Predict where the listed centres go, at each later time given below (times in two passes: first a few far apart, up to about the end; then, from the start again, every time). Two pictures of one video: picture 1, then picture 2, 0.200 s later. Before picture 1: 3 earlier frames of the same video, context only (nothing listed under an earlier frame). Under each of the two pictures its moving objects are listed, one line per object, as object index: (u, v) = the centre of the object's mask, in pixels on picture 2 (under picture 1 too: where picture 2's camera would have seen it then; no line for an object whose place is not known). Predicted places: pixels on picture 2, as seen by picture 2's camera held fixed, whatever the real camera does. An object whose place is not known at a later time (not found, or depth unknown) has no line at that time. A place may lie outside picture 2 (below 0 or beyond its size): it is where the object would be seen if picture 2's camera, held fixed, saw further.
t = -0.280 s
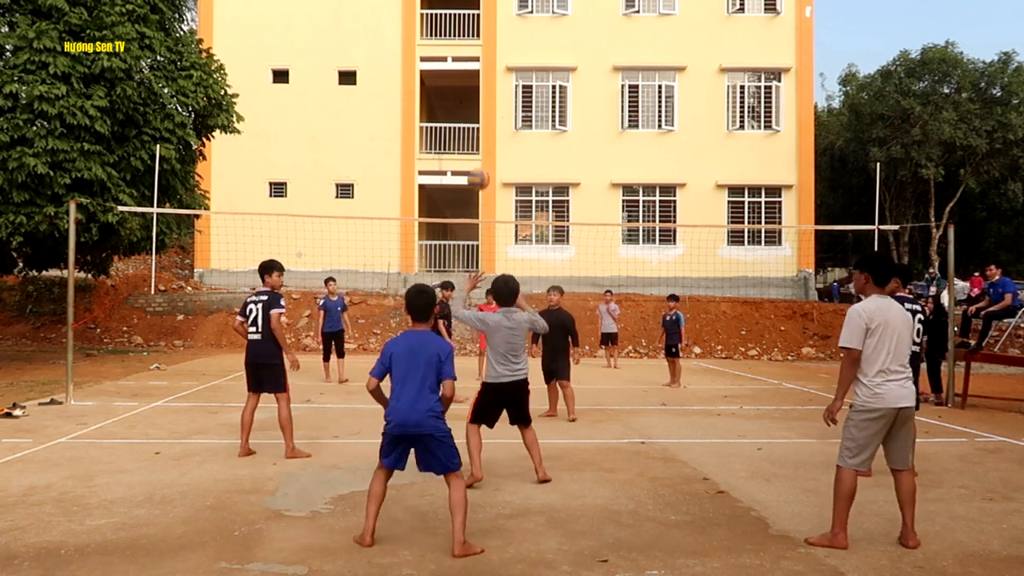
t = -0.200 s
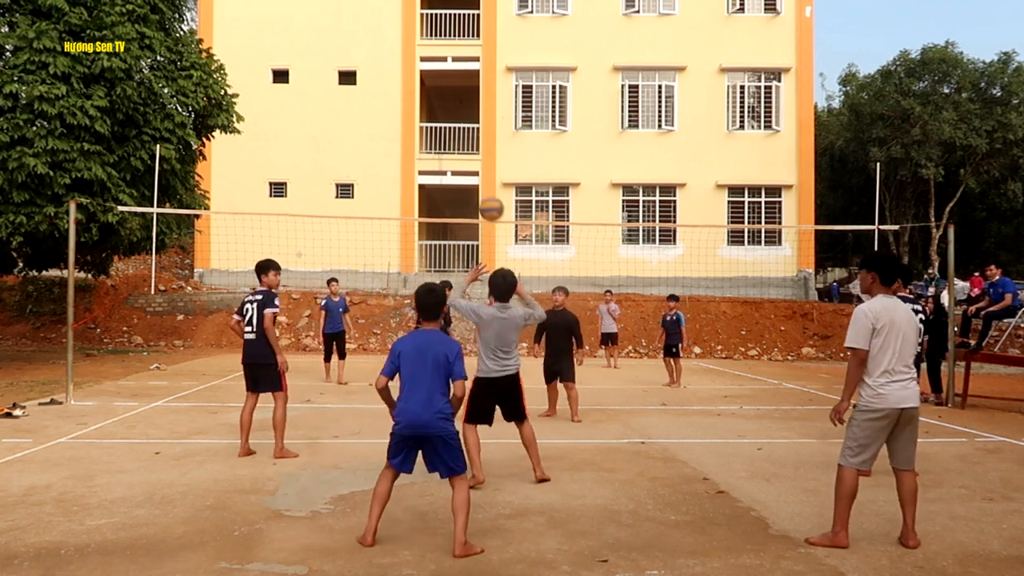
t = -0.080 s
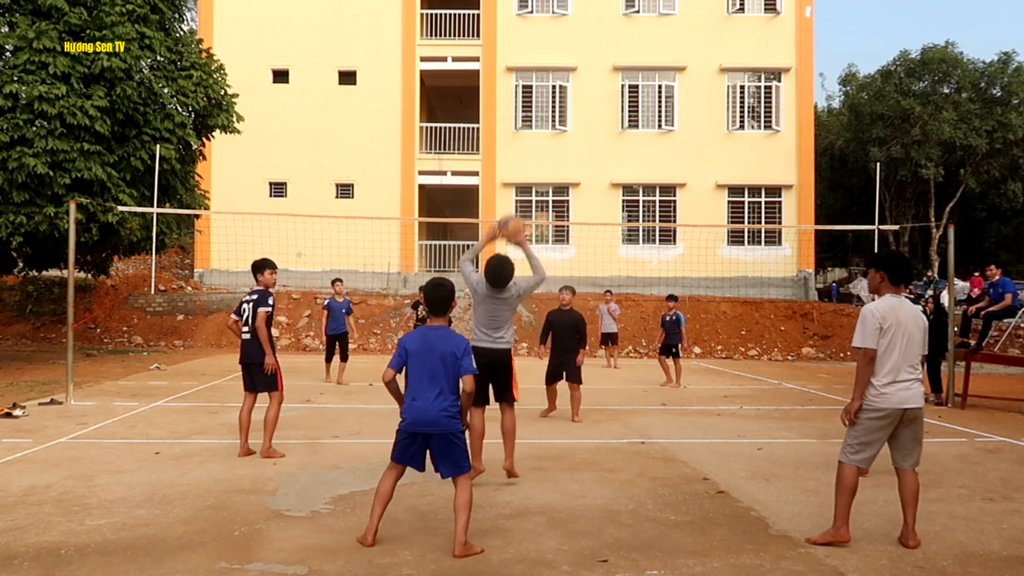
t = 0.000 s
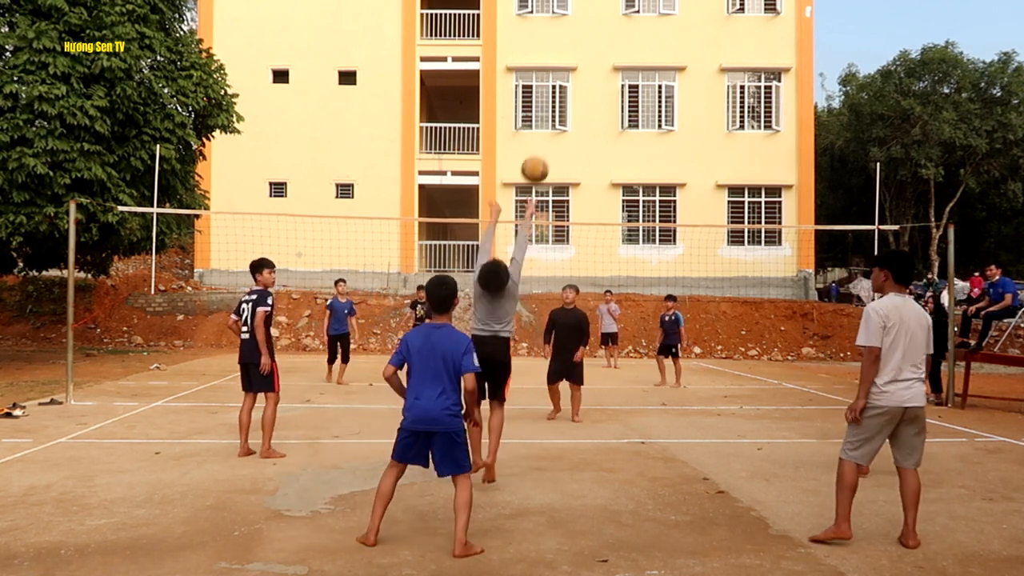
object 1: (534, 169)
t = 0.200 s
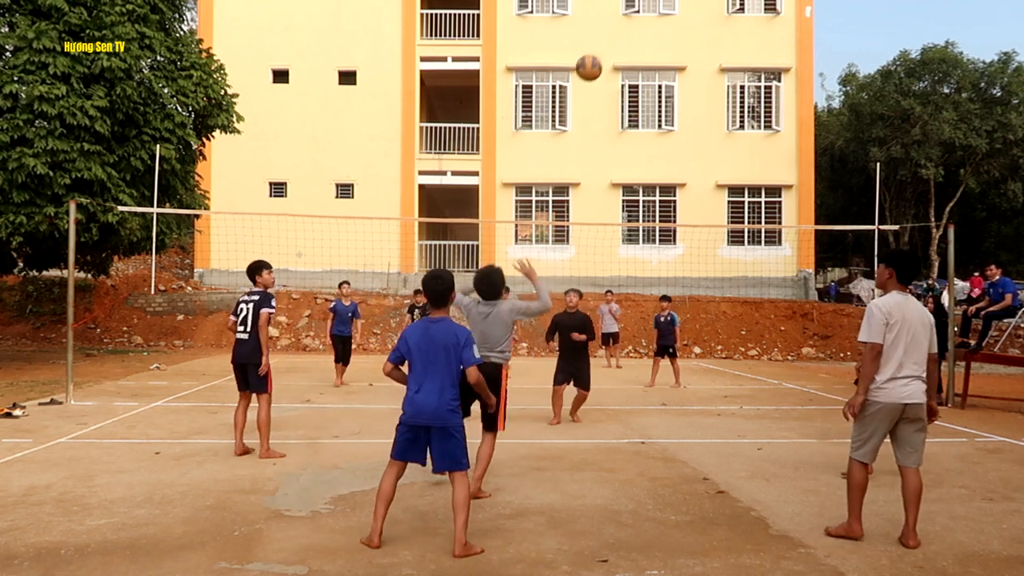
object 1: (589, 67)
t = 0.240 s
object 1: (598, 54)
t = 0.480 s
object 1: (656, 17)
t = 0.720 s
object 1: (709, 50)
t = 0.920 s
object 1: (749, 125)
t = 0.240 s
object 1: (598, 54)
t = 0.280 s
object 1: (608, 42)
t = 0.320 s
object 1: (618, 33)
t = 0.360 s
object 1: (628, 26)
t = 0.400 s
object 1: (637, 21)
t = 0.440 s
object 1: (647, 18)
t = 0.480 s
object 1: (656, 17)
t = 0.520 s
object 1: (665, 18)
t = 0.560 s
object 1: (674, 21)
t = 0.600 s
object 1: (683, 25)
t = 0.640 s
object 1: (691, 32)
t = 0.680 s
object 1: (700, 40)
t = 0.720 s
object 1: (709, 50)
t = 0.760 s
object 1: (717, 62)
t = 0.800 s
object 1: (725, 75)
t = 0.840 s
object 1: (733, 90)
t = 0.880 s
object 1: (742, 106)
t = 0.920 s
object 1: (749, 125)
